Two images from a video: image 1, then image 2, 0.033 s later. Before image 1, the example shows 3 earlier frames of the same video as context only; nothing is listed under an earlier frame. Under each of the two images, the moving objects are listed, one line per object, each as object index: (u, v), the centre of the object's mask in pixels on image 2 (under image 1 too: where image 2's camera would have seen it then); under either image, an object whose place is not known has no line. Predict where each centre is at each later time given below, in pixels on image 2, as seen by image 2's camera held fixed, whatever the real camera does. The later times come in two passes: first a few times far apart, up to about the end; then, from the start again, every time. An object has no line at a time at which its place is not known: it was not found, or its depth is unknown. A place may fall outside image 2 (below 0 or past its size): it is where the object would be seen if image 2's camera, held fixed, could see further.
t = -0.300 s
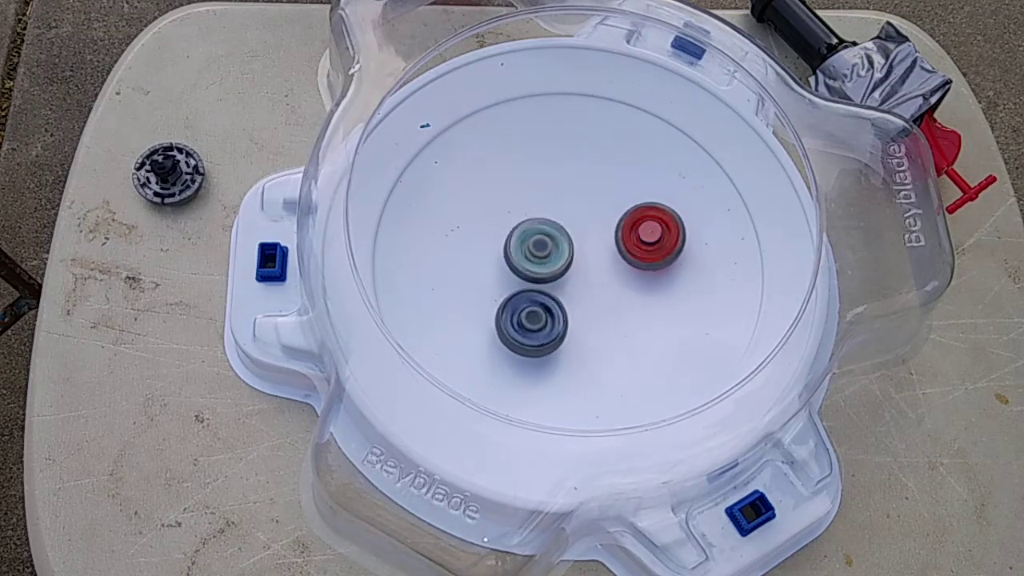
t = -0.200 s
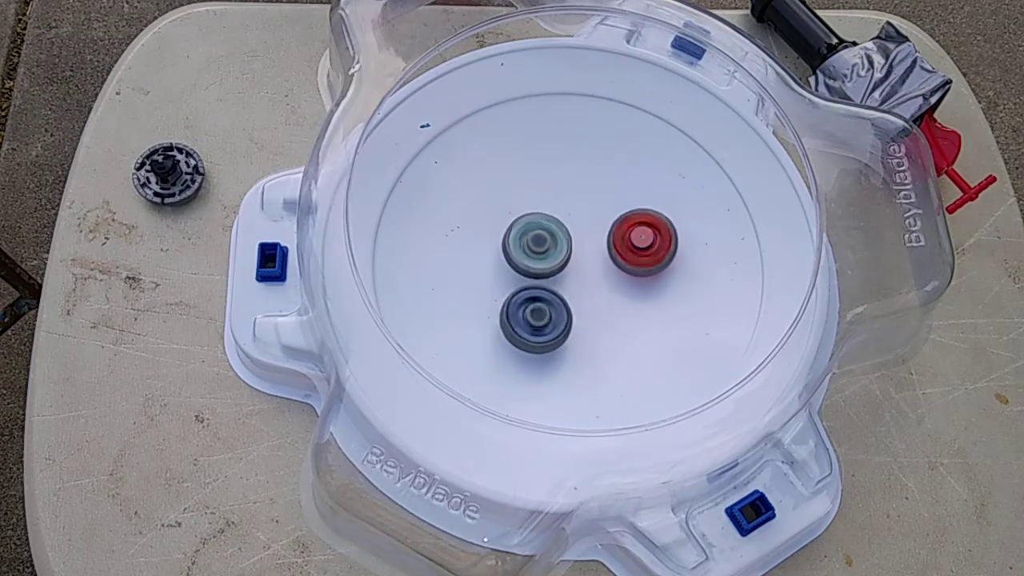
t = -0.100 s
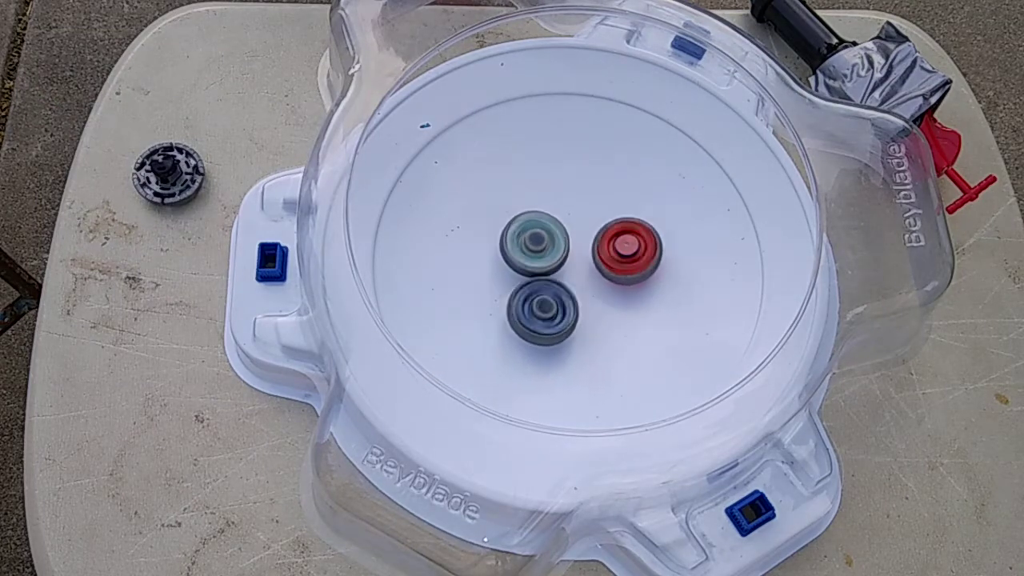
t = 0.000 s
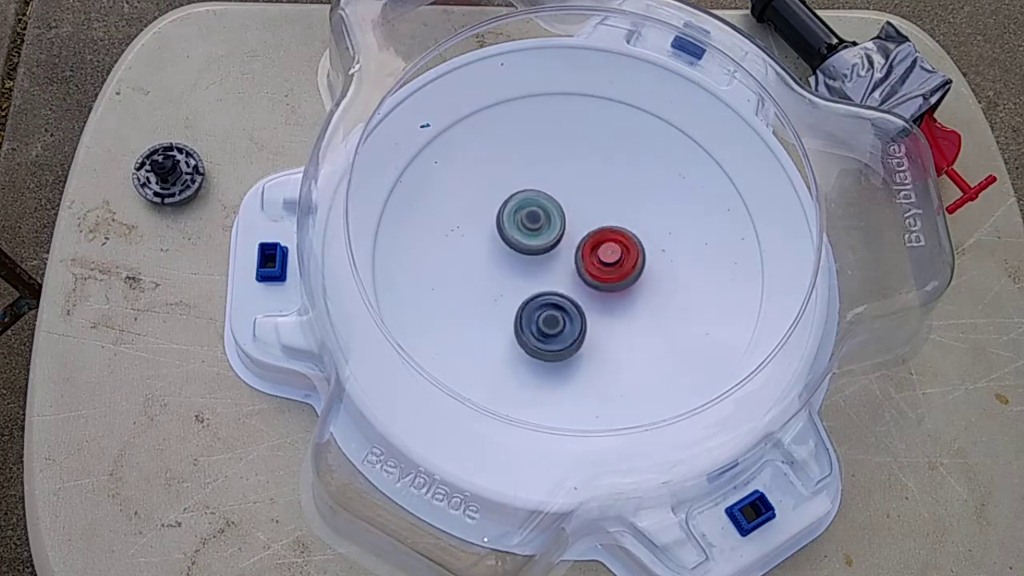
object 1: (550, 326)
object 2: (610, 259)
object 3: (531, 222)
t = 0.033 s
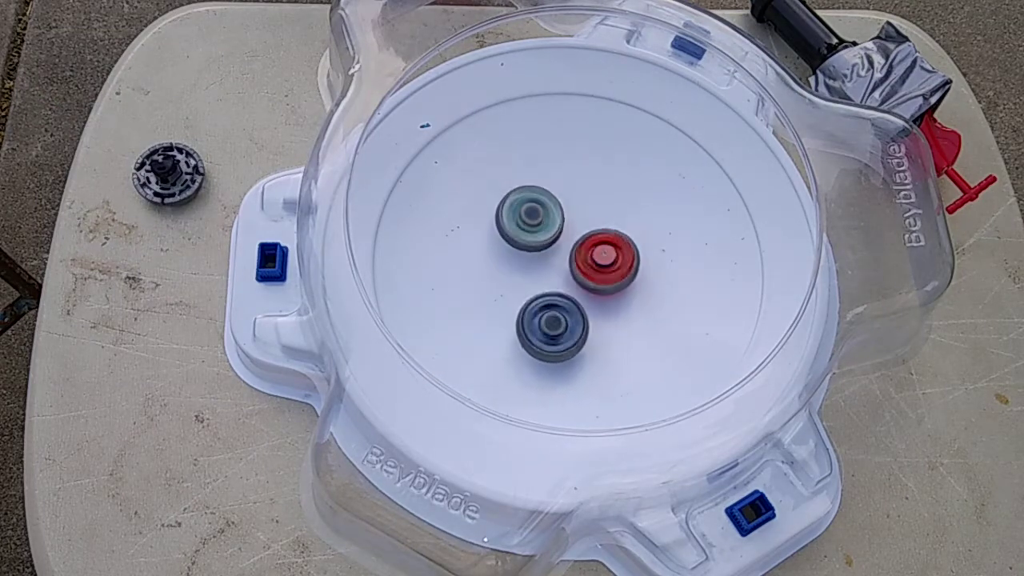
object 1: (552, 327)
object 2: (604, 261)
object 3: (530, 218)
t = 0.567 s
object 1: (553, 324)
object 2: (593, 230)
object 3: (508, 215)
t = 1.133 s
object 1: (579, 290)
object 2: (634, 231)
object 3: (508, 246)
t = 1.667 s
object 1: (615, 317)
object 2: (587, 240)
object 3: (510, 250)
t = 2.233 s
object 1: (525, 354)
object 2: (621, 152)
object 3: (508, 281)
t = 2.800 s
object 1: (539, 330)
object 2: (593, 201)
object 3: (555, 257)
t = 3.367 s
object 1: (564, 353)
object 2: (581, 202)
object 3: (550, 266)
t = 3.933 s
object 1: (586, 332)
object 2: (580, 205)
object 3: (518, 266)
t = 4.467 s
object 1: (615, 306)
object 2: (577, 233)
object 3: (511, 262)
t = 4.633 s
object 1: (612, 299)
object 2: (580, 234)
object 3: (511, 261)
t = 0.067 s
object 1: (554, 326)
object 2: (598, 264)
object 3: (529, 217)
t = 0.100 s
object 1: (556, 324)
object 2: (593, 265)
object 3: (528, 215)
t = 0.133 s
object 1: (551, 332)
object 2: (593, 260)
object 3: (527, 215)
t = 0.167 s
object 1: (543, 341)
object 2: (595, 249)
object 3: (526, 214)
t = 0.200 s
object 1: (539, 344)
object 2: (595, 241)
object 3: (526, 213)
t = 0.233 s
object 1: (538, 344)
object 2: (593, 235)
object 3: (526, 213)
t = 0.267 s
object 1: (540, 342)
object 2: (595, 234)
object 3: (522, 211)
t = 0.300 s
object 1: (542, 341)
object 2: (594, 233)
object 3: (521, 211)
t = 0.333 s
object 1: (543, 339)
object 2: (591, 231)
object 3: (520, 211)
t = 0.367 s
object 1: (545, 338)
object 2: (588, 230)
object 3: (519, 211)
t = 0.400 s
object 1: (547, 336)
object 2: (594, 231)
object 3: (511, 209)
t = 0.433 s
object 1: (549, 334)
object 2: (597, 232)
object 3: (507, 208)
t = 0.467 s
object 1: (550, 332)
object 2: (598, 232)
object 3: (507, 209)
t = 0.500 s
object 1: (551, 330)
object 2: (597, 232)
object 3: (507, 211)
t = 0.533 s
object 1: (552, 327)
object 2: (595, 231)
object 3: (507, 213)
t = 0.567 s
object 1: (553, 324)
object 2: (593, 230)
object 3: (508, 215)
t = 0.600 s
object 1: (554, 320)
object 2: (591, 228)
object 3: (509, 217)
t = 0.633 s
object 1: (555, 317)
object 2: (588, 227)
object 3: (511, 219)
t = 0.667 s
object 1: (556, 313)
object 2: (585, 226)
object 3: (512, 221)
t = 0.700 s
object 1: (558, 310)
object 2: (585, 226)
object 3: (512, 223)
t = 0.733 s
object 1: (559, 306)
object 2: (587, 226)
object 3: (512, 225)
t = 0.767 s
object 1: (560, 303)
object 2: (587, 228)
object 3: (513, 228)
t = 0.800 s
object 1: (561, 299)
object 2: (587, 229)
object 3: (515, 230)
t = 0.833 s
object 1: (562, 295)
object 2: (595, 232)
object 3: (510, 232)
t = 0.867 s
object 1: (564, 291)
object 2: (605, 235)
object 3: (504, 234)
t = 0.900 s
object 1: (565, 288)
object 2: (611, 237)
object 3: (504, 236)
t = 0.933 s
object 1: (562, 287)
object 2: (619, 235)
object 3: (505, 239)
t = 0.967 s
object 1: (561, 287)
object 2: (625, 233)
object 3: (506, 241)
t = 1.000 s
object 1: (568, 292)
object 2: (629, 232)
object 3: (504, 239)
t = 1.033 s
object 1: (571, 293)
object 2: (632, 231)
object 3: (504, 240)
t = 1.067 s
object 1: (574, 293)
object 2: (633, 231)
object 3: (506, 242)
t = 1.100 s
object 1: (577, 292)
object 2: (634, 231)
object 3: (507, 244)
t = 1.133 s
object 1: (579, 290)
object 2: (634, 231)
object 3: (508, 246)
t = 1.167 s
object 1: (581, 288)
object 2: (633, 232)
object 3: (510, 249)
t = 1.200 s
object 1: (583, 287)
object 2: (632, 234)
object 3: (512, 251)
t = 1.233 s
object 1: (584, 286)
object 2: (631, 235)
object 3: (514, 253)
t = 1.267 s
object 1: (580, 289)
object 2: (633, 233)
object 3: (516, 255)
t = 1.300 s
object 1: (580, 291)
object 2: (634, 233)
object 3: (517, 255)
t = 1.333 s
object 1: (581, 292)
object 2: (633, 233)
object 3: (518, 257)
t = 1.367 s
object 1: (593, 299)
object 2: (632, 235)
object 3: (511, 251)
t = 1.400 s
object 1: (605, 306)
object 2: (628, 236)
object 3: (505, 245)
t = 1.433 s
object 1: (611, 309)
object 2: (623, 237)
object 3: (503, 242)
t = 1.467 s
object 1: (614, 311)
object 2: (619, 239)
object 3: (504, 241)
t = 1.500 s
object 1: (616, 311)
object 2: (614, 241)
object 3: (504, 243)
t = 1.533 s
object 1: (617, 311)
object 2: (609, 243)
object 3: (505, 244)
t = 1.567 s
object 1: (618, 311)
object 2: (604, 244)
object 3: (506, 246)
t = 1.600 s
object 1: (617, 316)
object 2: (598, 241)
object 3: (507, 247)
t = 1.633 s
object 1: (616, 317)
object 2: (592, 240)
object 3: (508, 248)
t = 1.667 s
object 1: (615, 317)
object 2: (587, 240)
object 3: (510, 250)
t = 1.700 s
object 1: (614, 316)
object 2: (582, 239)
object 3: (512, 251)
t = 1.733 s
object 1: (613, 315)
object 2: (584, 239)
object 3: (507, 252)
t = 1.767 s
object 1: (612, 314)
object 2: (585, 239)
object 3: (505, 254)
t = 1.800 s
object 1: (610, 313)
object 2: (583, 238)
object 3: (506, 255)
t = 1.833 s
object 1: (608, 311)
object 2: (580, 238)
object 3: (508, 257)
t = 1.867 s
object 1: (607, 310)
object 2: (576, 238)
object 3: (509, 258)
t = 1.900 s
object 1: (605, 308)
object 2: (584, 234)
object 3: (500, 262)
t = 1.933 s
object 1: (602, 306)
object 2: (591, 232)
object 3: (493, 265)
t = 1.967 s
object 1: (599, 303)
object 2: (594, 230)
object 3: (492, 267)
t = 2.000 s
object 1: (596, 300)
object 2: (595, 228)
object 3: (494, 269)
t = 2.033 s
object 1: (593, 297)
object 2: (595, 227)
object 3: (495, 271)
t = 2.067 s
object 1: (589, 294)
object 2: (595, 226)
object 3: (497, 273)
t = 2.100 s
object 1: (585, 290)
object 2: (593, 225)
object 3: (498, 275)
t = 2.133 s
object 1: (571, 310)
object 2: (601, 205)
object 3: (500, 277)
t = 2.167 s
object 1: (555, 330)
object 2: (610, 182)
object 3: (503, 278)
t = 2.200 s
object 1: (539, 347)
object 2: (617, 165)
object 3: (505, 280)
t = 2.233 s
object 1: (525, 354)
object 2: (621, 152)
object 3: (508, 281)
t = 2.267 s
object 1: (516, 356)
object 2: (622, 145)
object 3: (510, 282)
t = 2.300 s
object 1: (511, 353)
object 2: (622, 140)
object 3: (513, 283)
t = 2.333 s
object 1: (510, 349)
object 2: (621, 137)
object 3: (516, 283)
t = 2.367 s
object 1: (511, 350)
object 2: (619, 136)
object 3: (519, 279)
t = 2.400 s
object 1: (512, 349)
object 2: (617, 137)
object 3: (524, 275)
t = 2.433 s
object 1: (514, 347)
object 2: (615, 139)
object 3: (528, 272)
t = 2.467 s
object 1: (516, 344)
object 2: (612, 142)
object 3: (531, 271)
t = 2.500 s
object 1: (519, 341)
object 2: (610, 146)
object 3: (534, 270)
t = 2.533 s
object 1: (522, 339)
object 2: (608, 151)
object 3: (537, 270)
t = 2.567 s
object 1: (524, 335)
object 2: (607, 157)
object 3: (540, 268)
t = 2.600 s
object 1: (528, 332)
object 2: (604, 164)
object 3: (543, 267)
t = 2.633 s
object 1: (530, 332)
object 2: (602, 171)
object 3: (546, 264)
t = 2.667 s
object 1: (531, 332)
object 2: (599, 179)
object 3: (551, 258)
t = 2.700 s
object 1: (532, 331)
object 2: (596, 187)
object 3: (555, 254)
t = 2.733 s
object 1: (535, 328)
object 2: (593, 195)
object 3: (558, 253)
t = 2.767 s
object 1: (538, 325)
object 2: (594, 197)
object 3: (555, 258)
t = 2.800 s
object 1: (539, 330)
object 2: (593, 201)
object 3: (555, 257)
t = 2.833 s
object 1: (538, 337)
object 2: (600, 197)
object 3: (550, 260)
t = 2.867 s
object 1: (539, 339)
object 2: (604, 195)
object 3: (547, 262)
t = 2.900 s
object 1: (541, 339)
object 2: (605, 196)
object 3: (546, 262)
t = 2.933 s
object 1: (544, 337)
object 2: (603, 199)
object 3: (547, 263)
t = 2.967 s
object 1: (547, 336)
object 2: (600, 202)
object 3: (549, 263)
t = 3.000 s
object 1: (550, 334)
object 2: (597, 205)
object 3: (552, 264)
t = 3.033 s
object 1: (552, 333)
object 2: (593, 209)
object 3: (554, 264)
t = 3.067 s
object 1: (554, 335)
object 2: (593, 207)
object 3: (552, 268)
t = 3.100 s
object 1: (555, 336)
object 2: (594, 205)
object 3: (551, 269)
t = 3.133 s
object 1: (556, 339)
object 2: (593, 206)
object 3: (552, 267)
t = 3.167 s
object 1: (557, 342)
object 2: (590, 207)
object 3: (553, 263)
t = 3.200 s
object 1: (557, 343)
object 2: (590, 205)
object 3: (552, 265)
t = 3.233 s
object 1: (558, 342)
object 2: (588, 206)
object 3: (553, 266)
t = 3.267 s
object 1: (560, 341)
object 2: (586, 206)
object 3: (554, 267)
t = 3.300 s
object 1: (561, 339)
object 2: (583, 207)
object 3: (554, 269)
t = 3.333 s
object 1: (563, 336)
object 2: (581, 209)
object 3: (555, 270)
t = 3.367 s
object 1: (564, 353)
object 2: (581, 202)
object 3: (550, 266)
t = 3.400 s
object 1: (565, 367)
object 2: (582, 196)
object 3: (548, 259)
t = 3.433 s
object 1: (565, 373)
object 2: (582, 194)
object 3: (548, 256)
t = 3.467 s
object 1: (564, 373)
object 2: (581, 193)
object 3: (547, 256)
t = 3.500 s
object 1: (564, 370)
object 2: (579, 194)
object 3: (547, 256)
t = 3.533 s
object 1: (565, 367)
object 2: (577, 195)
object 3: (546, 257)
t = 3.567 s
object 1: (566, 363)
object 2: (574, 196)
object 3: (545, 257)
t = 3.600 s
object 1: (567, 359)
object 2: (572, 198)
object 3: (544, 257)
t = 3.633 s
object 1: (568, 355)
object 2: (572, 196)
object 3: (542, 261)
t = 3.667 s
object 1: (568, 351)
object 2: (573, 196)
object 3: (540, 262)
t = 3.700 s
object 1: (569, 347)
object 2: (572, 197)
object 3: (540, 263)
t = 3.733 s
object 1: (569, 342)
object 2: (572, 199)
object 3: (539, 263)
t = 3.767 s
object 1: (570, 337)
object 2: (571, 202)
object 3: (538, 264)
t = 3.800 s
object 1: (570, 332)
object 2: (570, 205)
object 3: (538, 264)
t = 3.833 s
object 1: (571, 327)
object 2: (570, 207)
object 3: (535, 268)
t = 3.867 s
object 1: (579, 332)
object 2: (575, 203)
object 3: (526, 267)
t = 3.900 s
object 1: (583, 333)
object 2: (578, 203)
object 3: (520, 266)
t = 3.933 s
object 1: (586, 332)
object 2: (580, 205)
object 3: (518, 266)
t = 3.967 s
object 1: (588, 329)
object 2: (581, 207)
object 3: (517, 266)
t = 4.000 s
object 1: (590, 325)
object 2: (581, 209)
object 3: (516, 266)
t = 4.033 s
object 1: (593, 321)
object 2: (582, 213)
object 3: (516, 266)
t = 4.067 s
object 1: (596, 317)
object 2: (581, 216)
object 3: (515, 266)
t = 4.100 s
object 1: (599, 314)
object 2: (581, 219)
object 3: (515, 266)
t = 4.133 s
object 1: (601, 311)
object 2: (579, 223)
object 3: (514, 265)
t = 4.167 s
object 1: (604, 309)
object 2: (579, 226)
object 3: (515, 265)
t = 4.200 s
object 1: (606, 306)
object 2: (577, 229)
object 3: (515, 264)
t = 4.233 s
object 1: (608, 304)
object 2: (576, 232)
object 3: (514, 263)
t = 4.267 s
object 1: (609, 303)
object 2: (578, 233)
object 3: (512, 264)
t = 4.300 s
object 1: (611, 302)
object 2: (579, 236)
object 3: (512, 263)
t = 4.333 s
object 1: (612, 300)
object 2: (577, 240)
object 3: (512, 263)
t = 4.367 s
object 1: (614, 303)
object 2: (576, 238)
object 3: (511, 262)
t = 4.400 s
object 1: (615, 306)
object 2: (576, 234)
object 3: (510, 262)
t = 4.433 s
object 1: (616, 307)
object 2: (577, 233)
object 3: (510, 262)
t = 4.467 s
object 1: (615, 306)
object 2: (577, 233)
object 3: (511, 262)
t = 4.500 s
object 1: (615, 305)
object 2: (575, 233)
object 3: (512, 261)
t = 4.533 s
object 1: (614, 303)
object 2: (576, 233)
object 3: (512, 261)
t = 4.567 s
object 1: (614, 302)
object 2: (576, 233)
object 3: (512, 261)
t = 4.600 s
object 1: (613, 301)
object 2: (577, 234)
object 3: (513, 261)
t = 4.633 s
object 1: (612, 299)
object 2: (580, 234)
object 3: (511, 261)
